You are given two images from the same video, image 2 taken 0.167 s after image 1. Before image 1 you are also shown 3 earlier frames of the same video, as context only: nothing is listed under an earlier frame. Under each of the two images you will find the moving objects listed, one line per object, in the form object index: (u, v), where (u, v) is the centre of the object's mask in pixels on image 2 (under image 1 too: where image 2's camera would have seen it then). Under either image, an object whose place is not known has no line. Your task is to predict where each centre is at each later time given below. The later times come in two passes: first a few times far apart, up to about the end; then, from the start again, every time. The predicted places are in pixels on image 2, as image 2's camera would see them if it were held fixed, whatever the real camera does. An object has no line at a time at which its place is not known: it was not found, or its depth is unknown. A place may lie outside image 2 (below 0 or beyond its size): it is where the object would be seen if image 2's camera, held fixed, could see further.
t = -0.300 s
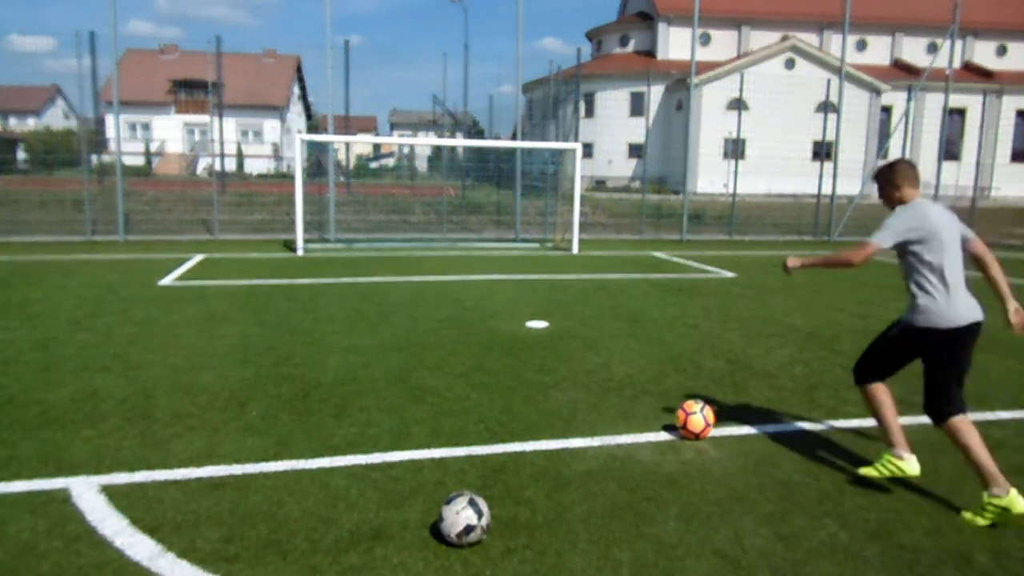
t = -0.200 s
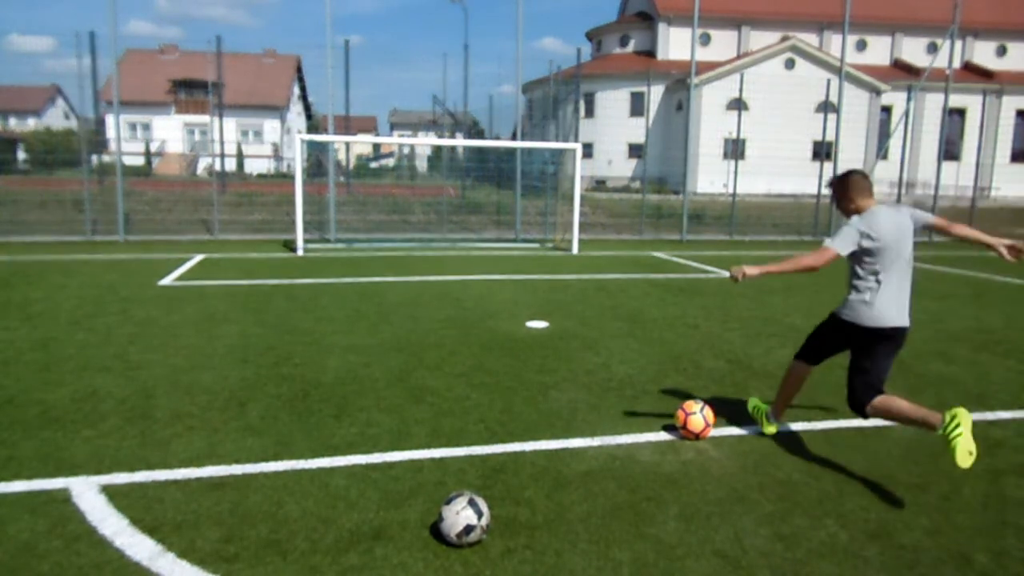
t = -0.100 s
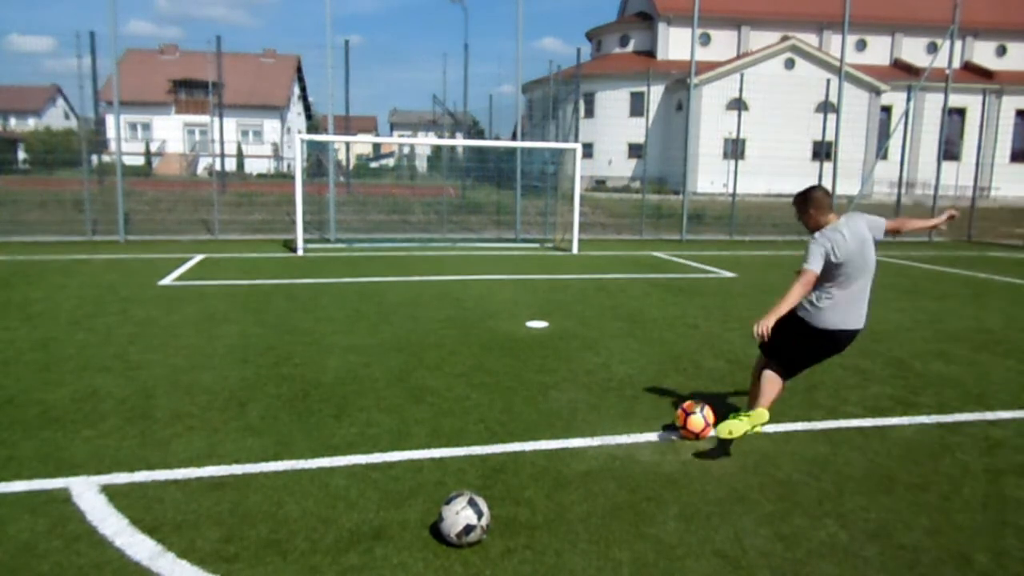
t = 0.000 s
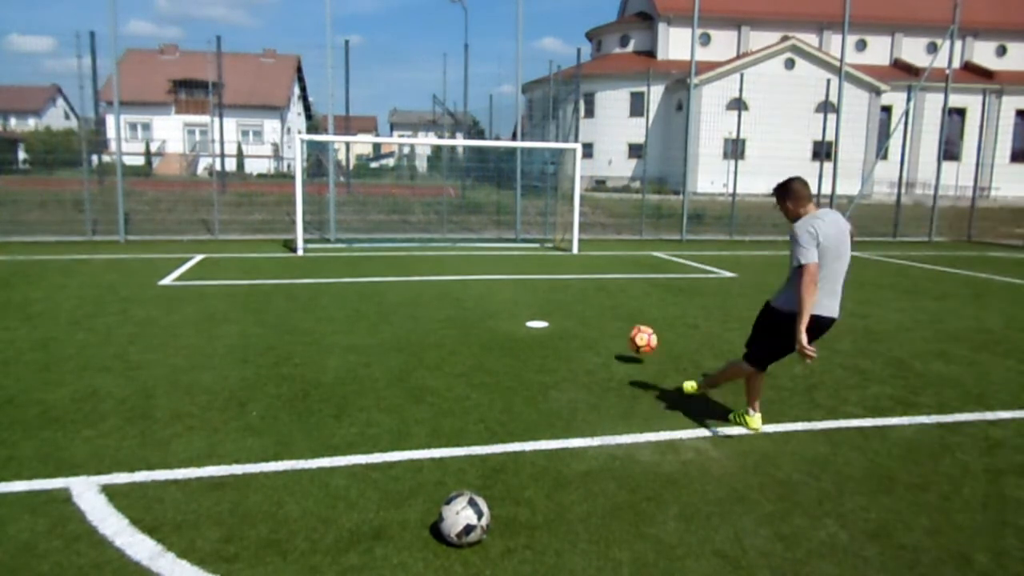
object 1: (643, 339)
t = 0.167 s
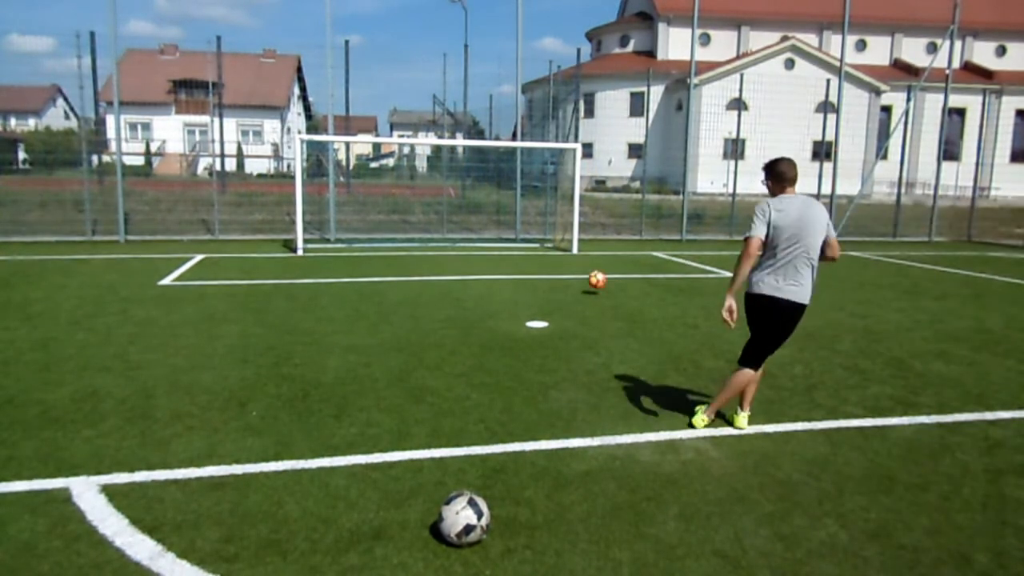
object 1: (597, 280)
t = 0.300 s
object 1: (584, 258)
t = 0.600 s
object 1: (631, 262)
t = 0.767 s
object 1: (700, 280)
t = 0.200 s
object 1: (592, 275)
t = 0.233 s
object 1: (589, 272)
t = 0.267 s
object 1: (586, 263)
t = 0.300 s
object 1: (584, 258)
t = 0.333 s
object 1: (582, 253)
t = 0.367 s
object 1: (581, 249)
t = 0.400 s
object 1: (579, 247)
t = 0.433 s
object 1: (578, 246)
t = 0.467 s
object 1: (584, 246)
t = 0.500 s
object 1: (595, 249)
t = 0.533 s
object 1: (607, 252)
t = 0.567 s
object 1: (620, 257)
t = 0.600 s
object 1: (631, 262)
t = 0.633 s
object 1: (645, 265)
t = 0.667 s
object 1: (657, 268)
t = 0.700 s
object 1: (671, 272)
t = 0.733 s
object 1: (685, 276)
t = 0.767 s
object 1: (700, 280)
